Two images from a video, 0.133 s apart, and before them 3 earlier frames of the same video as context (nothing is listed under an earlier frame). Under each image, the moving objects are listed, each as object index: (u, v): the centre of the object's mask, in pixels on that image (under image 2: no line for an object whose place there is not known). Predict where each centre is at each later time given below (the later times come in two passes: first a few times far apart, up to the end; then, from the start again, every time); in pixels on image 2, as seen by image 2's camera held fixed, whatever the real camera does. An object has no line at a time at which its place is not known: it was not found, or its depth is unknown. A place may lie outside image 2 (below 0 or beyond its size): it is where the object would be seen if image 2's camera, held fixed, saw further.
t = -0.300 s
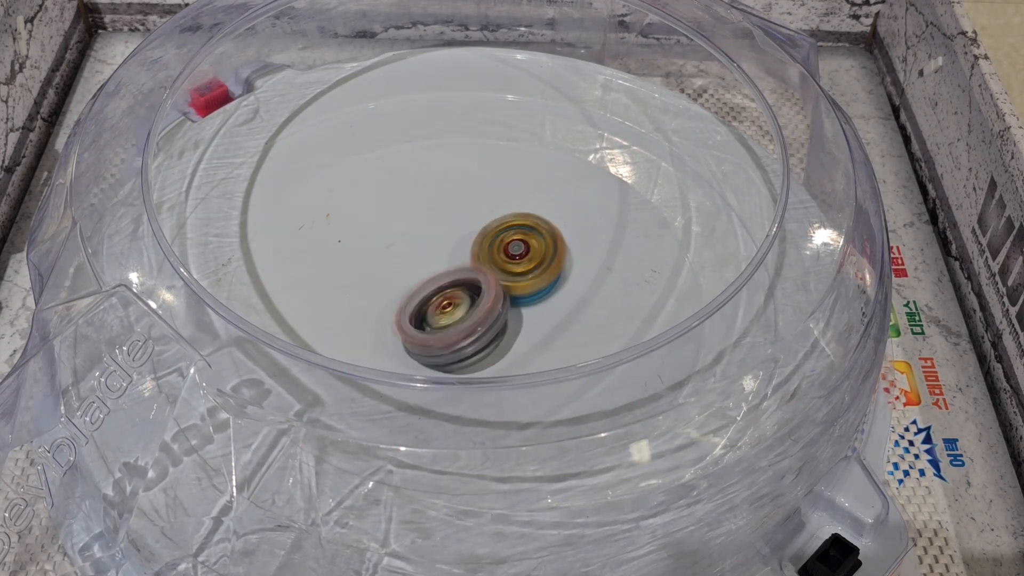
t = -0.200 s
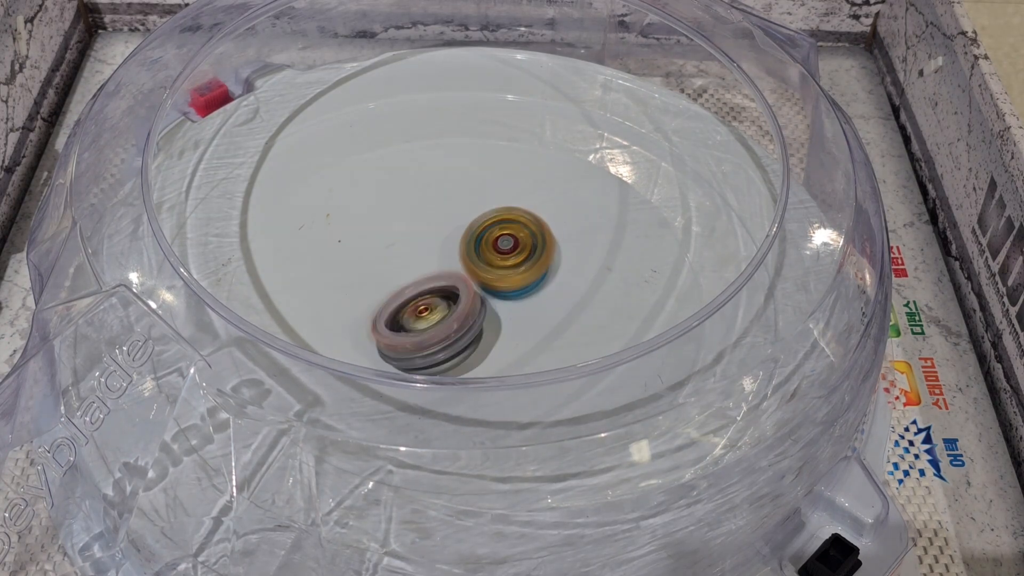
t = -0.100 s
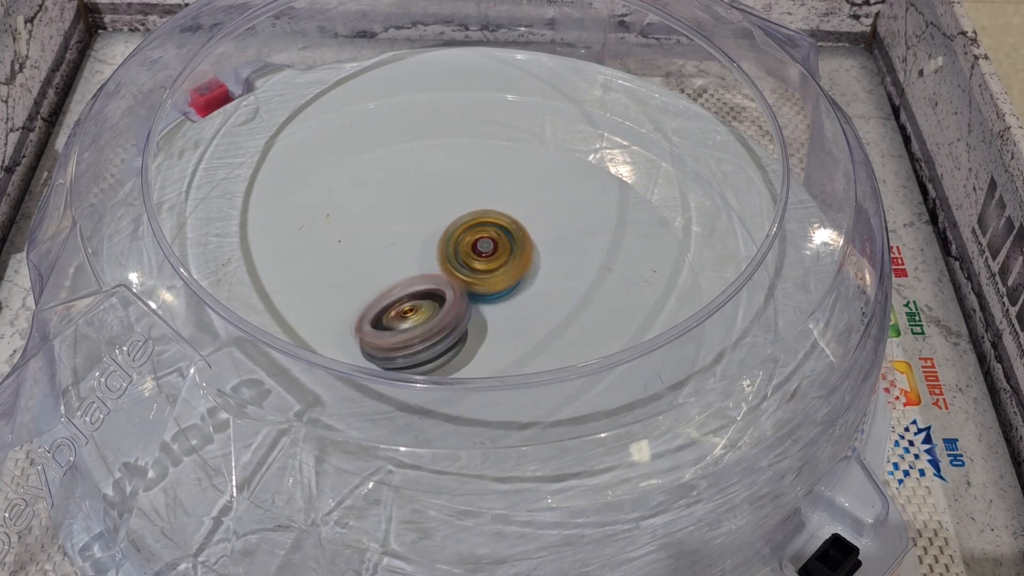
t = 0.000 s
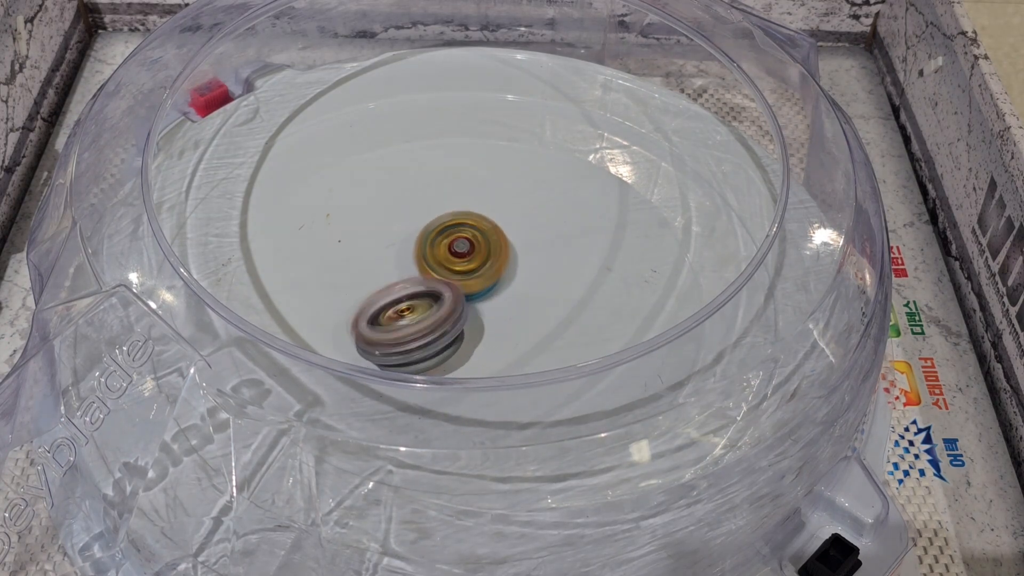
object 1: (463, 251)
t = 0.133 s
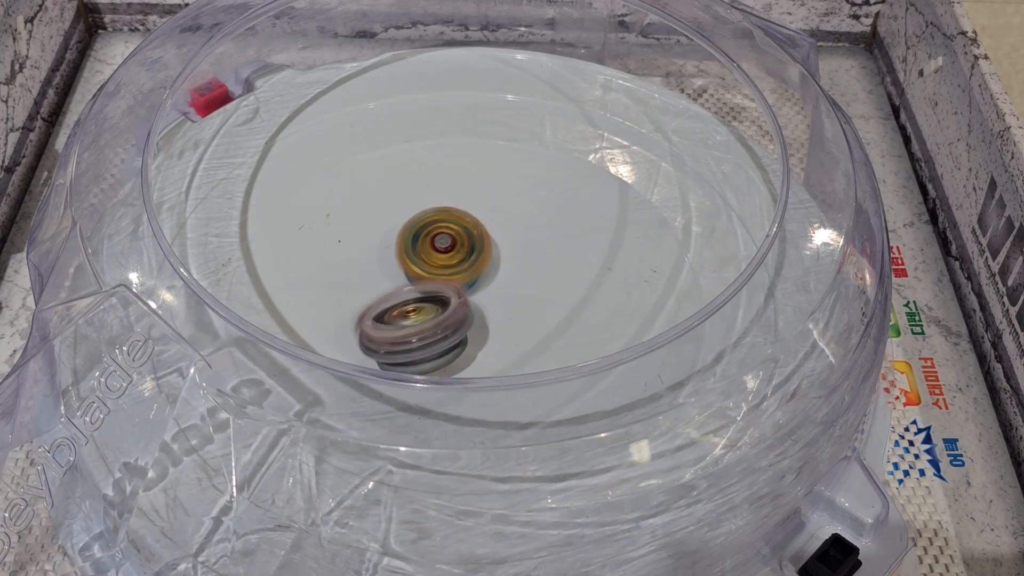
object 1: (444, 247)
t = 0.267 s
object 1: (460, 217)
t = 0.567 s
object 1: (521, 254)
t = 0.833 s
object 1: (508, 315)
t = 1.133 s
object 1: (431, 340)
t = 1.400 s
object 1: (429, 352)
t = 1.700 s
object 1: (488, 351)
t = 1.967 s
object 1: (533, 314)
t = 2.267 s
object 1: (523, 304)
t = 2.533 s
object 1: (471, 339)
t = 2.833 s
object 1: (391, 346)
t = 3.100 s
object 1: (426, 290)
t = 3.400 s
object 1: (551, 226)
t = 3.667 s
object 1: (540, 221)
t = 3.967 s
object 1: (463, 231)
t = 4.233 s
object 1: (394, 250)
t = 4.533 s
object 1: (384, 272)
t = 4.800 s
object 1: (428, 318)
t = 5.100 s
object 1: (474, 344)
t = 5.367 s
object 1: (486, 338)
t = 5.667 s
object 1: (483, 306)
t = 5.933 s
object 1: (506, 319)
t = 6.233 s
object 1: (510, 391)
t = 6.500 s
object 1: (516, 425)
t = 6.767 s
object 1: (462, 327)
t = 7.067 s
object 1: (450, 290)
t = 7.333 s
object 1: (464, 351)
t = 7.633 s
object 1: (413, 327)
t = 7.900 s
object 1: (394, 251)
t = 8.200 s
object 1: (420, 238)
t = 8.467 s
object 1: (417, 252)
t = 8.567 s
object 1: (416, 244)
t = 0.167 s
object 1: (444, 244)
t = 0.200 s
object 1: (449, 228)
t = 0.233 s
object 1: (455, 220)
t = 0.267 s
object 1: (460, 217)
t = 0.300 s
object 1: (465, 218)
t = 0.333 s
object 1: (470, 223)
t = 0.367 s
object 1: (475, 229)
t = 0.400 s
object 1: (478, 238)
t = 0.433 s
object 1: (480, 249)
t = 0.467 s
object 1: (481, 261)
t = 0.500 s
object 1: (495, 259)
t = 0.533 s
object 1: (510, 253)
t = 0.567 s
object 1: (521, 254)
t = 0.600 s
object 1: (529, 257)
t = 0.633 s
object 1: (533, 264)
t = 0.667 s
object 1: (535, 273)
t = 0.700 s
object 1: (534, 282)
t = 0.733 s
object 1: (531, 292)
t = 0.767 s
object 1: (526, 301)
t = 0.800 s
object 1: (518, 309)
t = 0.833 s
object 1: (508, 315)
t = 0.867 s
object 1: (498, 319)
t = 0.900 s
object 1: (490, 325)
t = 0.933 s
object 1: (481, 331)
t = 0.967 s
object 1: (471, 334)
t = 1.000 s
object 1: (461, 334)
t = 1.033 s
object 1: (451, 332)
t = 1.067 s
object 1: (443, 333)
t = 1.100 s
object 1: (437, 337)
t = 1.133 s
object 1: (431, 340)
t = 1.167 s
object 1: (426, 340)
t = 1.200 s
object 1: (421, 339)
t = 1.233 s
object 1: (421, 337)
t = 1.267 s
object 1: (424, 343)
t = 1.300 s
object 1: (426, 347)
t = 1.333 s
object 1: (426, 349)
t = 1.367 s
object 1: (427, 351)
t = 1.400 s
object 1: (429, 352)
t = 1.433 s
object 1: (433, 353)
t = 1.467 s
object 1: (437, 353)
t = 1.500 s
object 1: (440, 351)
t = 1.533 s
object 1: (447, 352)
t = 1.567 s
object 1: (455, 354)
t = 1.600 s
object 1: (465, 354)
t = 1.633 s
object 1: (473, 365)
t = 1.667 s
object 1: (480, 353)
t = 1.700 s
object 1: (488, 351)
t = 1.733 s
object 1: (495, 349)
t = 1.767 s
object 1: (501, 346)
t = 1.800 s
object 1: (508, 341)
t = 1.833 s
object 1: (513, 334)
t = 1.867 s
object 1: (519, 327)
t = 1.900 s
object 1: (523, 320)
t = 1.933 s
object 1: (529, 316)
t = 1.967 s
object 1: (533, 314)
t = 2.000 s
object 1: (535, 309)
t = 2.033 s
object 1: (536, 304)
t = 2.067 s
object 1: (537, 301)
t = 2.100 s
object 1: (537, 299)
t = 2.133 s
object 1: (536, 297)
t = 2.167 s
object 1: (532, 295)
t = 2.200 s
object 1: (531, 300)
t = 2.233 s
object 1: (528, 304)
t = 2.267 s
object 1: (523, 304)
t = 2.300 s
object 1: (517, 304)
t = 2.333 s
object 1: (510, 301)
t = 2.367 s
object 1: (505, 302)
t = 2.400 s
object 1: (502, 308)
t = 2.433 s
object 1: (495, 310)
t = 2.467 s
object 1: (486, 309)
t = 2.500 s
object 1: (479, 323)
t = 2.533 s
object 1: (471, 339)
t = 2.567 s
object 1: (461, 346)
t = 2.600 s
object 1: (449, 349)
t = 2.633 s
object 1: (436, 350)
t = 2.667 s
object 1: (425, 351)
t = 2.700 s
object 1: (415, 351)
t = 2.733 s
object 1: (408, 350)
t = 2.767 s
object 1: (402, 349)
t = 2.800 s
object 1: (396, 348)
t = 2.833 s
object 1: (391, 346)
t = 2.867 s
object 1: (387, 343)
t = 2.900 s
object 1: (384, 340)
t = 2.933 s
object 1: (385, 336)
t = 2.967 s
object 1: (388, 329)
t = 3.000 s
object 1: (394, 320)
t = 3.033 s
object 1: (403, 309)
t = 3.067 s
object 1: (414, 300)
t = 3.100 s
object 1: (426, 290)
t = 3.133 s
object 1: (441, 281)
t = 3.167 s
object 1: (457, 273)
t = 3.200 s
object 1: (474, 266)
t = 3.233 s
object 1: (491, 261)
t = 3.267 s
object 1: (506, 256)
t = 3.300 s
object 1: (520, 253)
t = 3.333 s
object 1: (533, 250)
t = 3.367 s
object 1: (542, 238)
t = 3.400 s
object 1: (551, 226)
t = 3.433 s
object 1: (558, 218)
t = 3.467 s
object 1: (561, 212)
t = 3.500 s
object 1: (563, 208)
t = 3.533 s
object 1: (564, 206)
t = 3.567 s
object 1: (561, 207)
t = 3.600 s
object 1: (555, 211)
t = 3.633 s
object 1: (547, 215)
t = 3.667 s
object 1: (540, 221)
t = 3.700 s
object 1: (533, 231)
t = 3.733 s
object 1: (523, 236)
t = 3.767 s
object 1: (516, 237)
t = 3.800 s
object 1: (511, 233)
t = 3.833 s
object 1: (504, 229)
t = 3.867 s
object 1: (493, 228)
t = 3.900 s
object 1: (482, 227)
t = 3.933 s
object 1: (473, 228)
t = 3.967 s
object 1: (463, 231)
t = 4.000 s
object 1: (451, 235)
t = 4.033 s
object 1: (442, 238)
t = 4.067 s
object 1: (434, 245)
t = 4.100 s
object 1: (424, 250)
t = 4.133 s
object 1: (414, 253)
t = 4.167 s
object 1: (408, 260)
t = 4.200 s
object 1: (401, 255)
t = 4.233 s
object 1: (394, 250)
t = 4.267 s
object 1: (391, 249)
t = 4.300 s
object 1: (388, 253)
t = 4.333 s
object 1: (385, 256)
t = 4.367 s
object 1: (385, 257)
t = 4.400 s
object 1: (383, 259)
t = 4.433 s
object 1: (381, 262)
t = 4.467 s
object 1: (382, 264)
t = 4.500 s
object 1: (383, 268)
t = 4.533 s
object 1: (384, 272)
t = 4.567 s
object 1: (388, 275)
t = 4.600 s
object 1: (395, 280)
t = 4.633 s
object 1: (401, 287)
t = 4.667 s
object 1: (408, 292)
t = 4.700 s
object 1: (411, 300)
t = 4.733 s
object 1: (415, 309)
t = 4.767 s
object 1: (419, 313)
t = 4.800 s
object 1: (428, 318)
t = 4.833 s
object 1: (434, 325)
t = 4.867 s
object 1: (440, 327)
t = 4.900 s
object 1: (450, 330)
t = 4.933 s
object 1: (456, 334)
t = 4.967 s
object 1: (462, 334)
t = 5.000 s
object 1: (463, 339)
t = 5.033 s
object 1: (465, 340)
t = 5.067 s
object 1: (470, 342)
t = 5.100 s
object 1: (474, 344)
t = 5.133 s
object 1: (475, 342)
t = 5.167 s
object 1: (479, 342)
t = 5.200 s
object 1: (481, 343)
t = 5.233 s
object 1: (480, 341)
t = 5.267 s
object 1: (484, 339)
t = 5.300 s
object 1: (484, 340)
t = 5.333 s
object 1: (484, 335)
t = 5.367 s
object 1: (486, 338)
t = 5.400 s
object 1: (483, 333)
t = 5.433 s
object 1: (485, 327)
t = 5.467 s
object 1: (484, 326)
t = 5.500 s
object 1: (484, 325)
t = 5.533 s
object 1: (485, 323)
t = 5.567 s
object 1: (482, 318)
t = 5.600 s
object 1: (482, 314)
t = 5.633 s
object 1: (480, 310)
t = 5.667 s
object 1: (483, 306)
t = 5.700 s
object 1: (486, 307)
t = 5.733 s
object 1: (485, 304)
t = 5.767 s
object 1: (492, 306)
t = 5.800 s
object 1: (497, 310)
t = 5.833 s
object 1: (499, 310)
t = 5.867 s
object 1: (500, 312)
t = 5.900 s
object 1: (499, 313)
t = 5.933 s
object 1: (506, 319)
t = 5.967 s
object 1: (511, 328)
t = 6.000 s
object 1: (515, 336)
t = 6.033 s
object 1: (513, 341)
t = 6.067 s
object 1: (511, 344)
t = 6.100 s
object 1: (509, 346)
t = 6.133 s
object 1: (503, 347)
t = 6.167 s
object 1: (499, 347)
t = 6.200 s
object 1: (501, 355)
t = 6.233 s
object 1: (510, 391)
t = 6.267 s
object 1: (512, 412)
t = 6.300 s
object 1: (517, 418)
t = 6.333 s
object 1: (514, 424)
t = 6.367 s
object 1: (519, 427)
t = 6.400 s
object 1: (515, 428)
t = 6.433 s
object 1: (517, 427)
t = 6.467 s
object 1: (513, 426)
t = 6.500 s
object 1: (516, 425)
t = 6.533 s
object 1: (509, 419)
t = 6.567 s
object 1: (509, 415)
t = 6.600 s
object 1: (500, 395)
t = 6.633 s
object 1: (496, 376)
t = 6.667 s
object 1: (488, 353)
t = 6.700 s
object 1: (479, 344)
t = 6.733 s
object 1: (470, 334)
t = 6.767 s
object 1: (462, 327)
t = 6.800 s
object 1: (456, 333)
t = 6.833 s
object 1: (451, 334)
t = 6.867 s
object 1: (450, 335)
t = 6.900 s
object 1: (447, 328)
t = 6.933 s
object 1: (442, 318)
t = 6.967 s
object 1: (445, 313)
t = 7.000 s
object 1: (442, 300)
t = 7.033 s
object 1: (445, 299)
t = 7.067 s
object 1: (450, 290)
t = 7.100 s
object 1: (456, 313)
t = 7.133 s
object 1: (453, 321)
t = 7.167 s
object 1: (446, 334)
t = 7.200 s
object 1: (449, 344)
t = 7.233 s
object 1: (455, 350)
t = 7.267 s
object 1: (457, 353)
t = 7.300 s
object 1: (455, 351)
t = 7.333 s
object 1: (464, 351)
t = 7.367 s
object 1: (468, 350)
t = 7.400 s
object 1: (458, 345)
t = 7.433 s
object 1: (446, 348)
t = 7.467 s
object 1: (436, 348)
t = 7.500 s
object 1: (424, 349)
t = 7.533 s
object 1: (406, 348)
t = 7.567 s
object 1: (402, 342)
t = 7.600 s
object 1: (405, 338)
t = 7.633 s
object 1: (413, 327)
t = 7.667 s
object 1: (409, 313)
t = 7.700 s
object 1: (410, 306)
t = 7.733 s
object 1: (399, 295)
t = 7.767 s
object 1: (392, 287)
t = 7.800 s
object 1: (394, 274)
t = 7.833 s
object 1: (394, 259)
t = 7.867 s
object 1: (390, 251)
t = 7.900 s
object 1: (394, 251)
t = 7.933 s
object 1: (399, 252)
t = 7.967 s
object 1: (396, 250)
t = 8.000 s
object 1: (396, 247)
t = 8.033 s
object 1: (400, 245)
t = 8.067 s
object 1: (406, 244)
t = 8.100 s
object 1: (412, 238)
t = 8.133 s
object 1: (414, 236)
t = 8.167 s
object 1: (419, 237)
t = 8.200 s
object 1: (420, 238)
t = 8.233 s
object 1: (420, 245)
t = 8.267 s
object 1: (414, 255)
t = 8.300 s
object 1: (415, 261)
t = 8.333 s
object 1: (413, 264)
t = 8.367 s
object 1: (412, 264)
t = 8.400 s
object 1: (412, 262)
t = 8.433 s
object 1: (415, 255)
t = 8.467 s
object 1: (417, 252)
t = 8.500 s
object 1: (419, 255)
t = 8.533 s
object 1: (416, 249)
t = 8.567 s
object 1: (416, 244)
